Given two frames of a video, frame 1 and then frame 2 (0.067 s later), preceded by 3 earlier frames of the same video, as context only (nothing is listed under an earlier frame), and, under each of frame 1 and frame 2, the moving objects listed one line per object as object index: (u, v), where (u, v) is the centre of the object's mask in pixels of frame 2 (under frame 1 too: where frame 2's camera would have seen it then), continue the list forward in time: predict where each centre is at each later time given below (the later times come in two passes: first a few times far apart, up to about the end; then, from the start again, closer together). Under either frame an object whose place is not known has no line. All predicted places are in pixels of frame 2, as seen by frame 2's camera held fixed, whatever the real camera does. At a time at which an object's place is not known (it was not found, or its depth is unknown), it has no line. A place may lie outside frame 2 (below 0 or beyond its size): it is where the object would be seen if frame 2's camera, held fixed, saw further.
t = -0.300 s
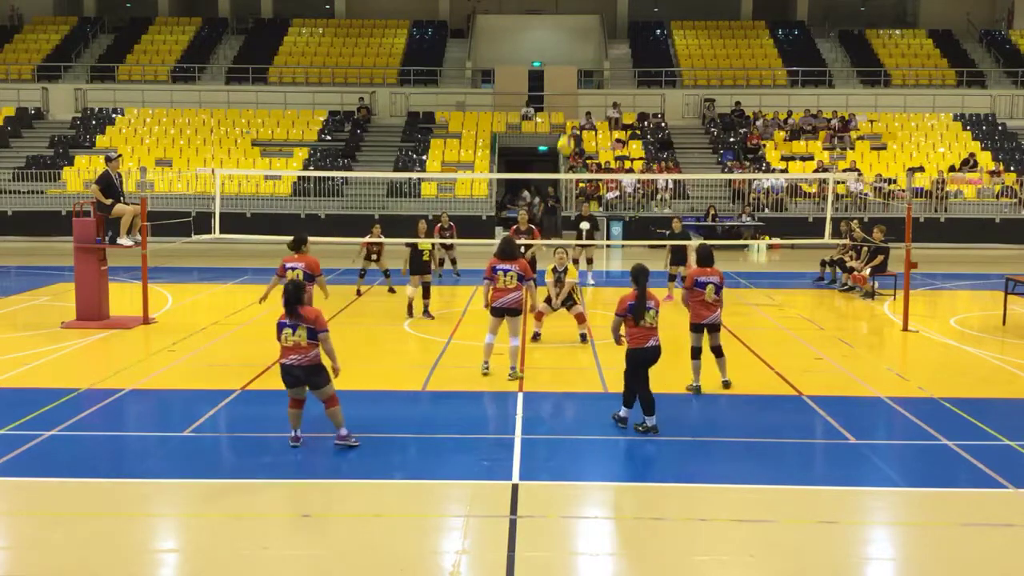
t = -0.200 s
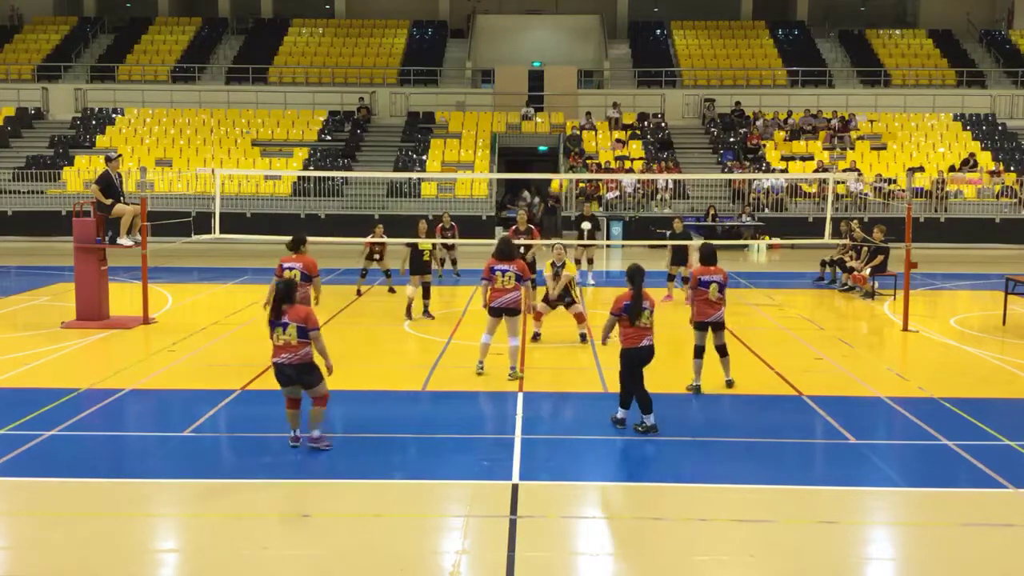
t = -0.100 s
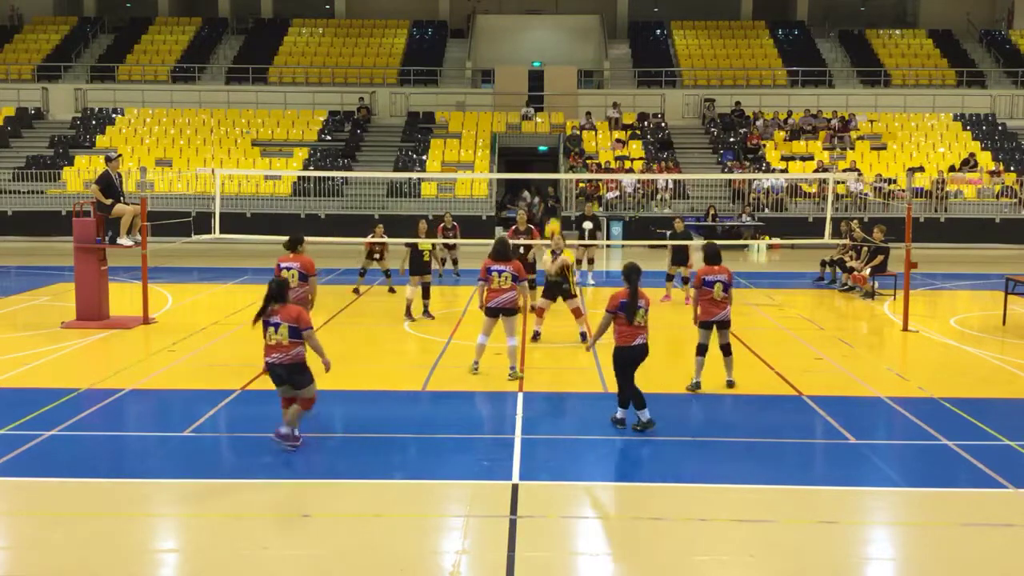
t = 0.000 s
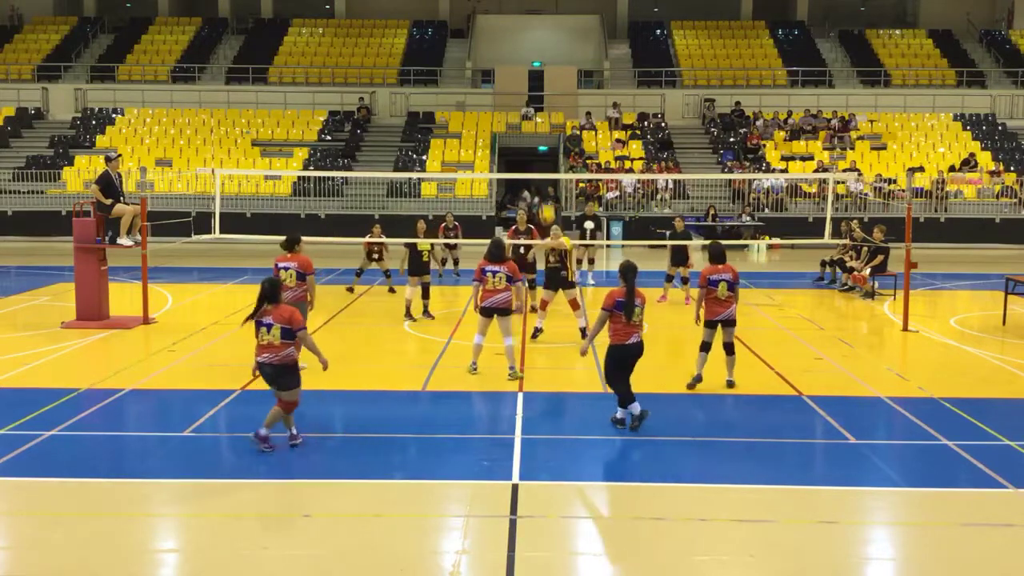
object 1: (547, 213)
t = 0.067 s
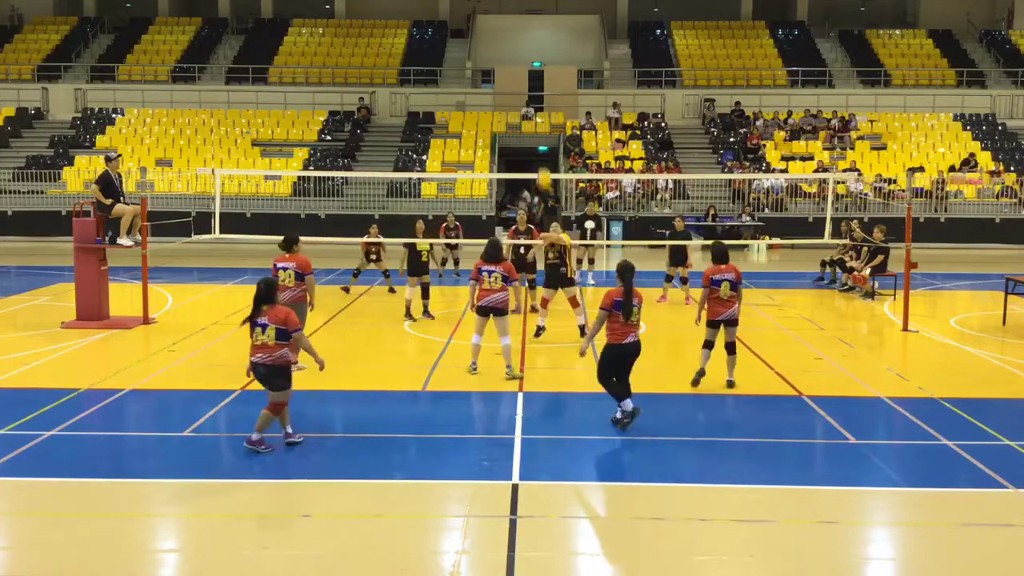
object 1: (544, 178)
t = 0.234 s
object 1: (535, 106)
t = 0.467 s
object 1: (524, 38)
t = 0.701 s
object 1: (514, 12)
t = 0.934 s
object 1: (503, 30)
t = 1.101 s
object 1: (496, 69)
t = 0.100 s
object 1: (542, 162)
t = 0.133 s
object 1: (541, 147)
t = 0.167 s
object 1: (539, 132)
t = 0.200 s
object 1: (536, 116)
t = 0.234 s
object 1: (535, 106)
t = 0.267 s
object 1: (534, 93)
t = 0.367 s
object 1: (529, 61)
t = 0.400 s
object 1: (528, 53)
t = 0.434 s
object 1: (526, 44)
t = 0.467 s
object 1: (524, 38)
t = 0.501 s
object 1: (523, 31)
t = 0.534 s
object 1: (522, 26)
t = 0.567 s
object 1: (520, 21)
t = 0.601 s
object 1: (519, 17)
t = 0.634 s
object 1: (517, 15)
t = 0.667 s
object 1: (515, 13)
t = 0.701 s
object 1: (514, 12)
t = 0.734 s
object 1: (512, 12)
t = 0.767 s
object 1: (511, 13)
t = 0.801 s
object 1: (509, 15)
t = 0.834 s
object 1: (508, 17)
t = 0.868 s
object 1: (507, 20)
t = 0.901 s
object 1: (505, 24)
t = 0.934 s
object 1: (503, 30)
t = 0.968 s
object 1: (502, 35)
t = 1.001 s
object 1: (501, 42)
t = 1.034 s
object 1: (499, 50)
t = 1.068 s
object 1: (498, 59)
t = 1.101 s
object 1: (496, 69)
